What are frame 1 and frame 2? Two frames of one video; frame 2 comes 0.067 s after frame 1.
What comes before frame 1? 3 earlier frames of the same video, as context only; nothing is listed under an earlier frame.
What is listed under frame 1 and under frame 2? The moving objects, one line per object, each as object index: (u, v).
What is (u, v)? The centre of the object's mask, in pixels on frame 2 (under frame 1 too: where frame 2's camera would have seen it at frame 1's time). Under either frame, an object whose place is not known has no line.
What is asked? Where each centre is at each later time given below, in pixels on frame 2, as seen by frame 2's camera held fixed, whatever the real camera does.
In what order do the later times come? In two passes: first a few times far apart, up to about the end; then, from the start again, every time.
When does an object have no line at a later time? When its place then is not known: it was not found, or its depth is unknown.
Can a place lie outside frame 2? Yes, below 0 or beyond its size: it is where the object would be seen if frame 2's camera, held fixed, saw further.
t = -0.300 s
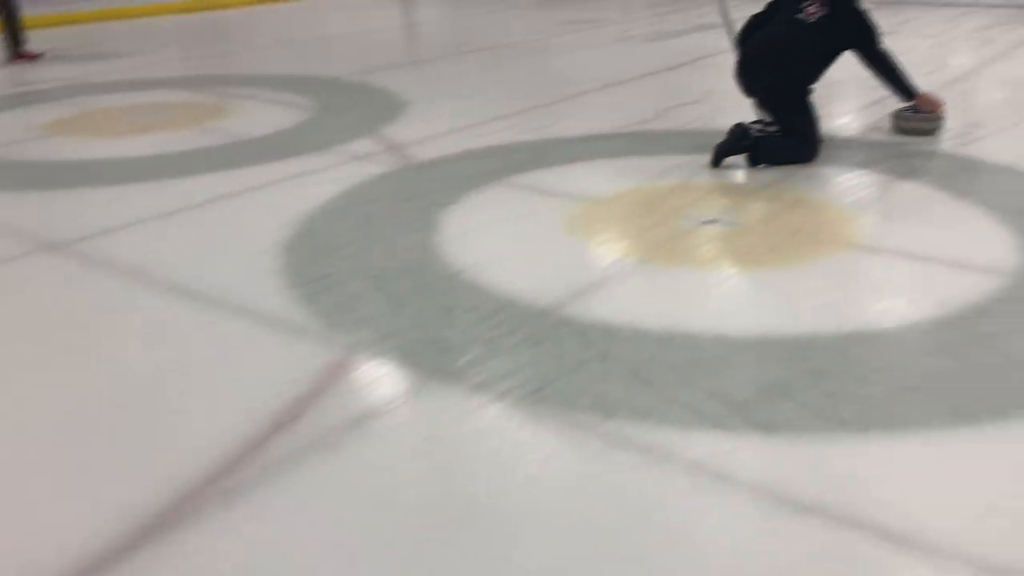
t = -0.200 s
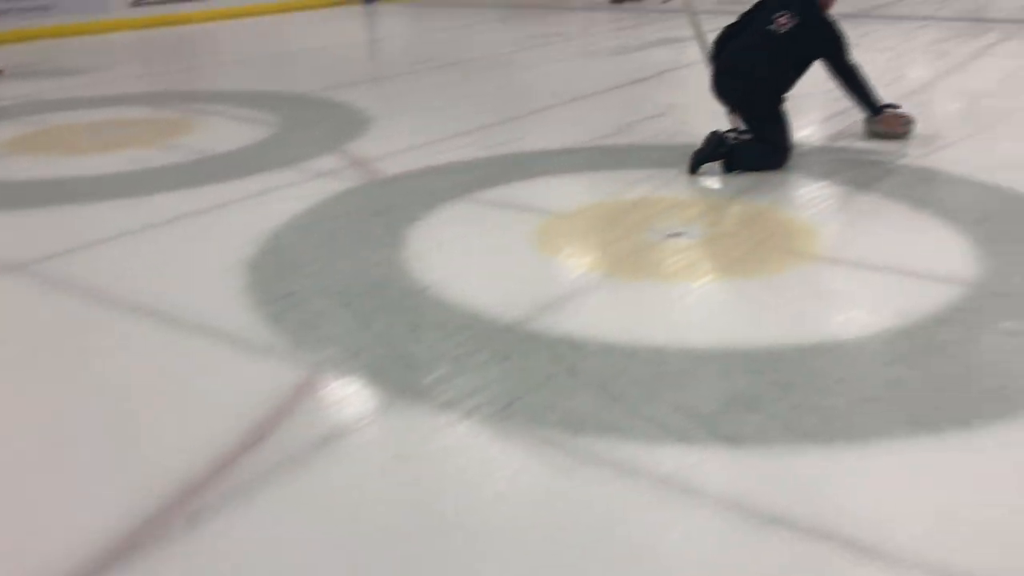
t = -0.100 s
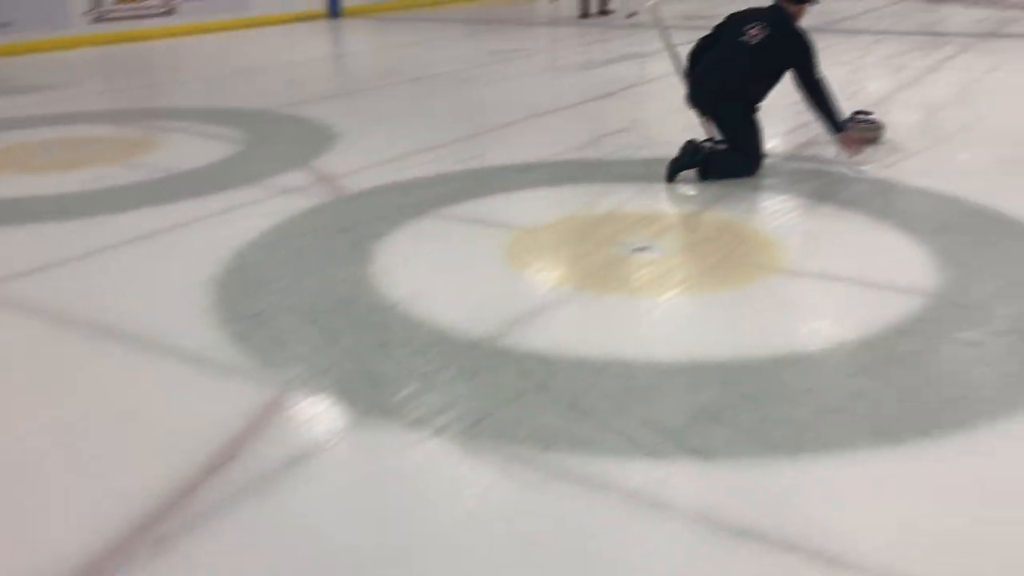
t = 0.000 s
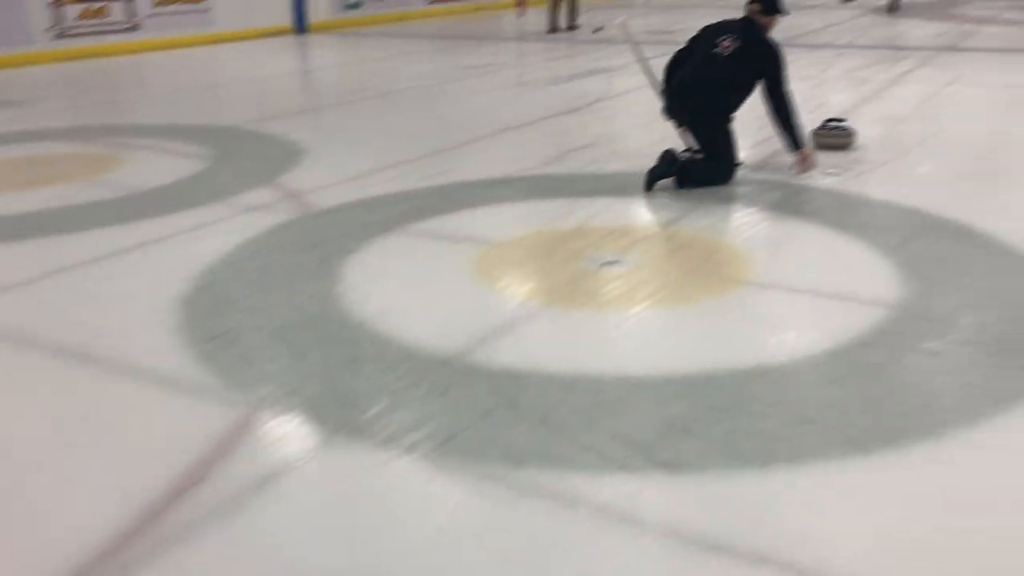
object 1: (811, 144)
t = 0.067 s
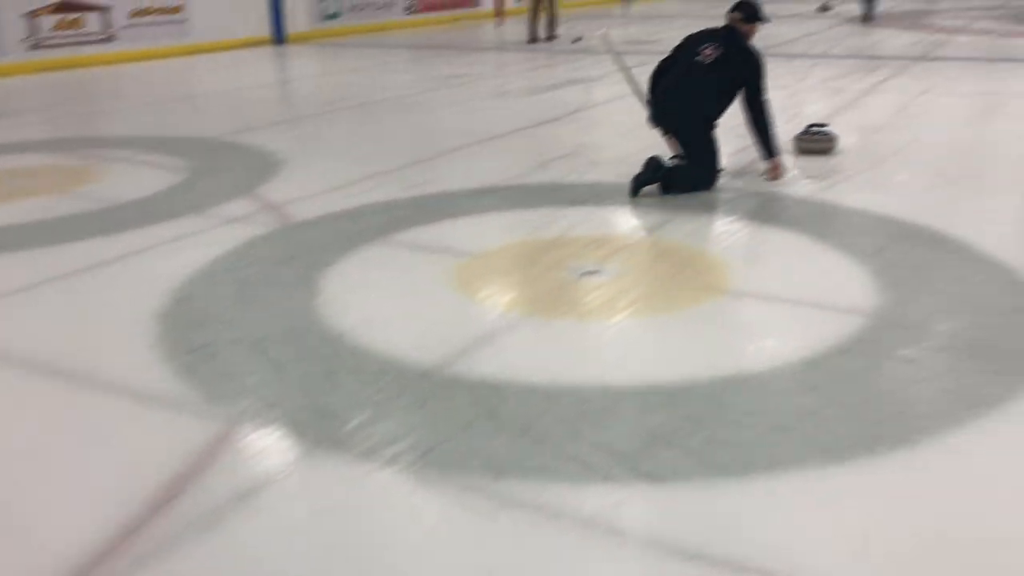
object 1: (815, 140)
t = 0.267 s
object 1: (832, 129)
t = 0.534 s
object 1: (851, 116)
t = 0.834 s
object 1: (870, 102)
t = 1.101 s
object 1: (885, 91)
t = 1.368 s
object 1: (898, 82)
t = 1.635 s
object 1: (909, 75)
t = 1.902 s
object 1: (919, 68)
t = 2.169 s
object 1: (927, 62)
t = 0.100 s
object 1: (818, 138)
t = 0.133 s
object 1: (821, 136)
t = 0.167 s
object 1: (824, 134)
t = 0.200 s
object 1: (826, 133)
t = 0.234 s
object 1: (829, 131)
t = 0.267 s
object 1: (832, 129)
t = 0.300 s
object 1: (835, 128)
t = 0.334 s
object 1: (838, 125)
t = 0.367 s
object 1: (840, 123)
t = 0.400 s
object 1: (843, 122)
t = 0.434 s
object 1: (845, 120)
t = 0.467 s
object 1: (847, 119)
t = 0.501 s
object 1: (849, 117)
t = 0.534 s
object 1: (851, 116)
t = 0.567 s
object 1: (853, 114)
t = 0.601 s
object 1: (856, 113)
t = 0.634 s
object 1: (858, 111)
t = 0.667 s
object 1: (860, 109)
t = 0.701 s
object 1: (862, 108)
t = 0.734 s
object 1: (864, 106)
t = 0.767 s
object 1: (866, 104)
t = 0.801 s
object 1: (868, 103)
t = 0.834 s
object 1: (870, 102)
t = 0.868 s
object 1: (872, 100)
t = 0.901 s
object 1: (874, 99)
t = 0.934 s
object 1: (876, 97)
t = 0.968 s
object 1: (877, 96)
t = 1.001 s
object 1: (879, 95)
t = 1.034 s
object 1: (881, 93)
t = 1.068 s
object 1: (883, 92)
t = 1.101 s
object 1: (885, 91)
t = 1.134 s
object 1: (886, 90)
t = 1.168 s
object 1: (888, 89)
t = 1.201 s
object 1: (890, 88)
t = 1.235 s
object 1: (892, 87)
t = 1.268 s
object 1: (893, 85)
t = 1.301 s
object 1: (895, 84)
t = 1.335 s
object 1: (896, 83)
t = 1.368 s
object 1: (898, 82)
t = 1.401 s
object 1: (899, 82)
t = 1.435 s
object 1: (901, 81)
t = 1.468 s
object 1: (902, 79)
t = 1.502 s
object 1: (903, 79)
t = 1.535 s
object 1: (905, 78)
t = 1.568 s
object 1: (906, 77)
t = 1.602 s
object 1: (907, 76)
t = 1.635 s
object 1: (909, 75)
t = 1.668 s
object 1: (910, 74)
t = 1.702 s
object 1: (911, 73)
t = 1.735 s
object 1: (913, 72)
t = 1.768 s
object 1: (914, 71)
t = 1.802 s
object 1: (915, 70)
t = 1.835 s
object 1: (916, 69)
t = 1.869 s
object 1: (917, 68)
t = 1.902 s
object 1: (919, 68)
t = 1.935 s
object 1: (920, 67)
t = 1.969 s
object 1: (921, 66)
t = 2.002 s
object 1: (922, 65)
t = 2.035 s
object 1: (923, 64)
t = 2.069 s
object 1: (924, 64)
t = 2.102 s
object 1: (925, 63)
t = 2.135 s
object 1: (926, 62)
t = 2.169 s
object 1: (927, 62)
